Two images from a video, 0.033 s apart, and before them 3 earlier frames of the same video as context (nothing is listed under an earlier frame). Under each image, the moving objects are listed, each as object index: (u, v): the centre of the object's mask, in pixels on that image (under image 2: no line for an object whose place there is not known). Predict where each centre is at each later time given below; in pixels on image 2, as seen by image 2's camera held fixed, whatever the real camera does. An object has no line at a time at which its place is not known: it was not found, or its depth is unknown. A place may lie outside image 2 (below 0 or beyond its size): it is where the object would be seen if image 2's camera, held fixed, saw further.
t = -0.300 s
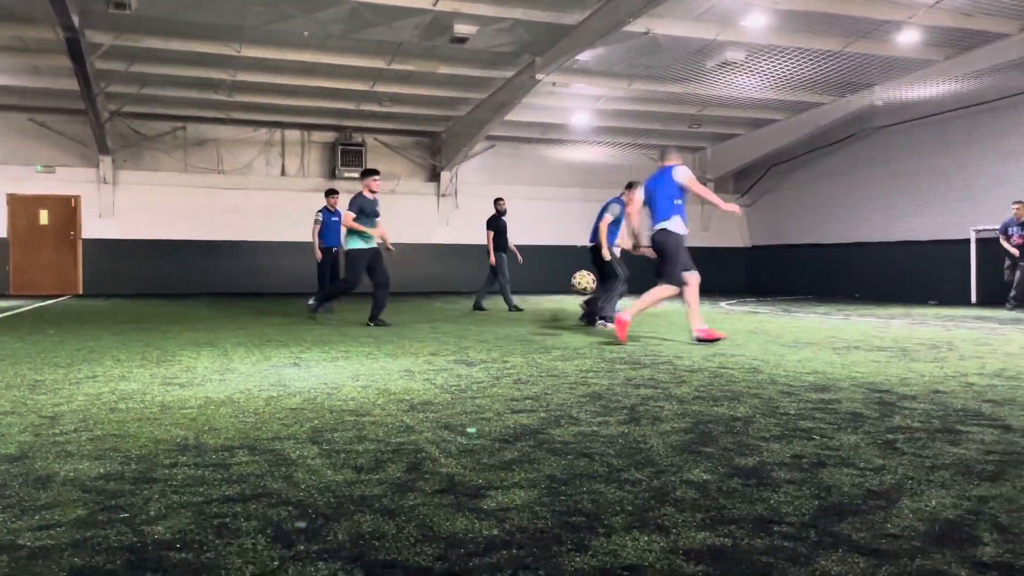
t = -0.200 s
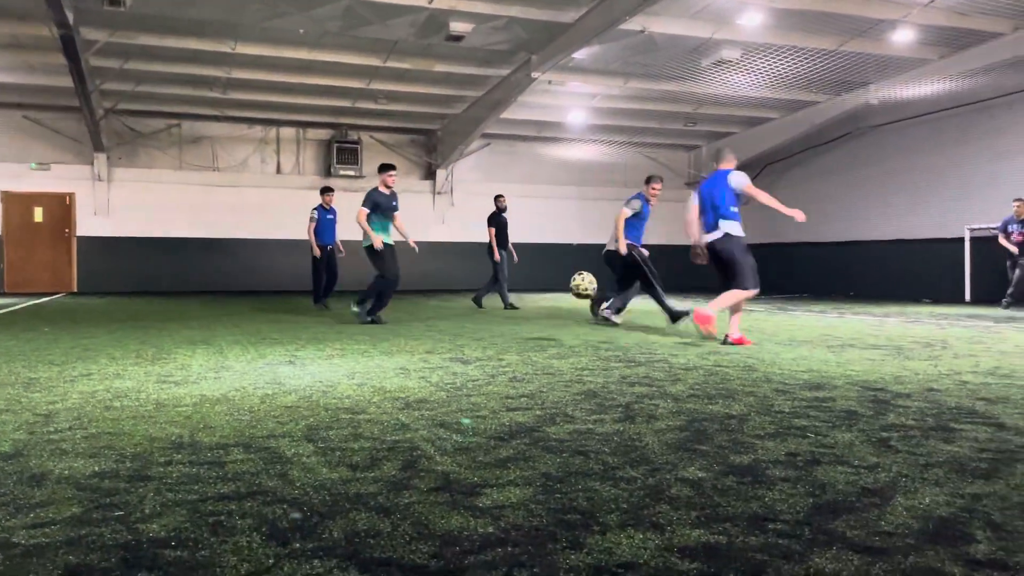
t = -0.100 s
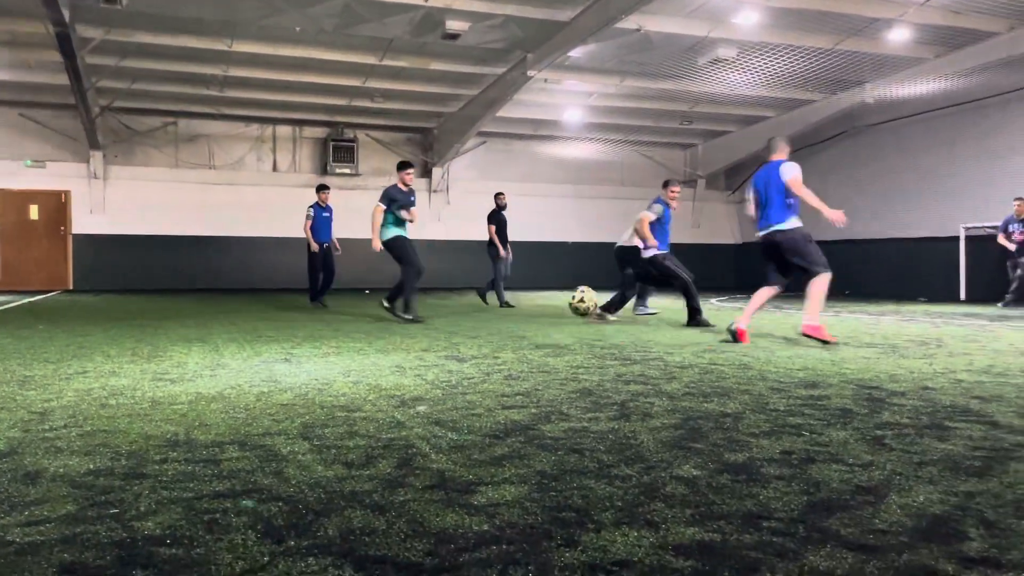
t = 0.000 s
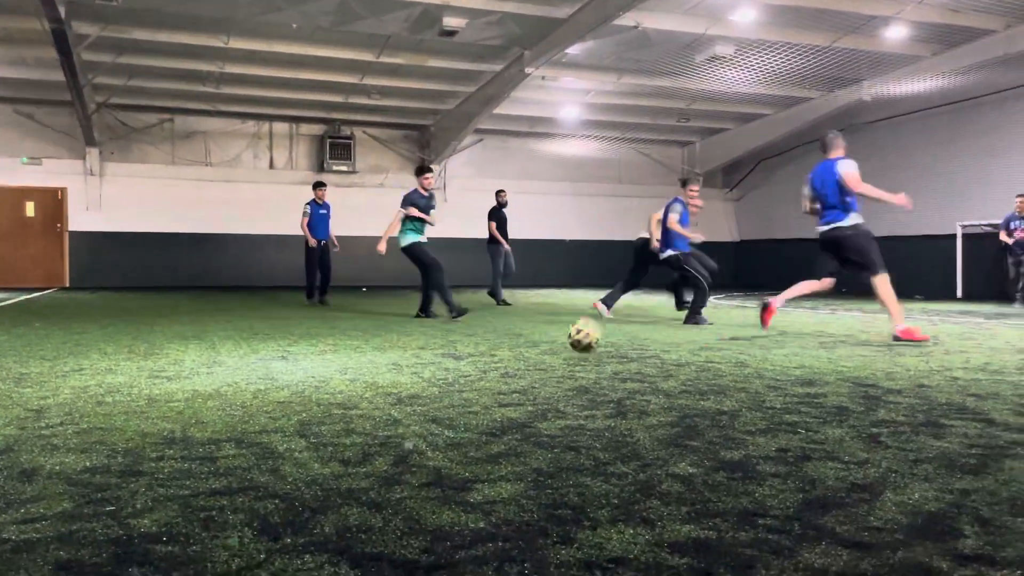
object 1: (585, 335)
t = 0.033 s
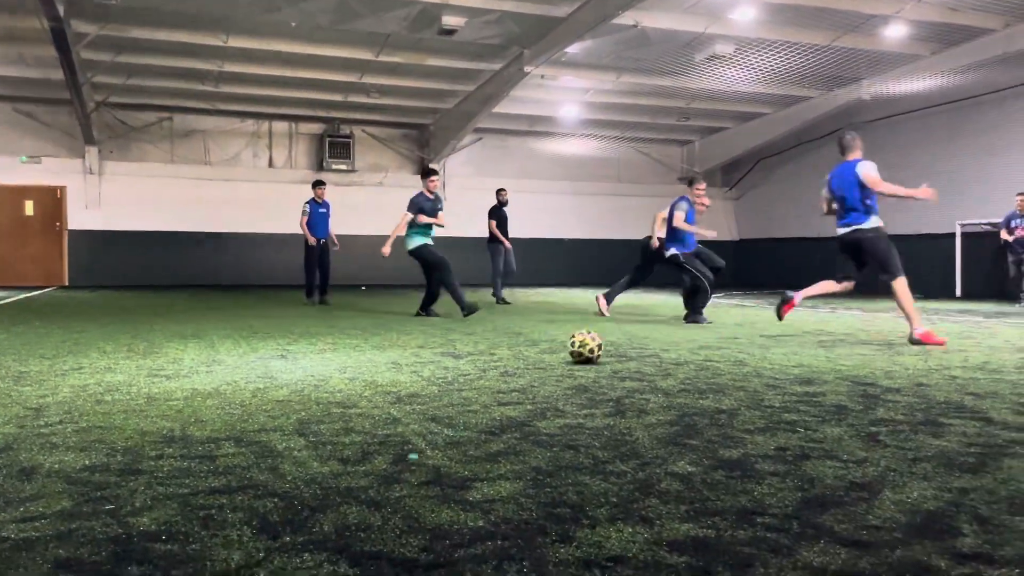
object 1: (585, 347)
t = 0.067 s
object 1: (589, 344)
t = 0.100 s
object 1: (592, 339)
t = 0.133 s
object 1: (595, 337)
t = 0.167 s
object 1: (599, 337)
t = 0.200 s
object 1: (602, 338)
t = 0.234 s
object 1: (606, 342)
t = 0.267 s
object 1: (610, 349)
